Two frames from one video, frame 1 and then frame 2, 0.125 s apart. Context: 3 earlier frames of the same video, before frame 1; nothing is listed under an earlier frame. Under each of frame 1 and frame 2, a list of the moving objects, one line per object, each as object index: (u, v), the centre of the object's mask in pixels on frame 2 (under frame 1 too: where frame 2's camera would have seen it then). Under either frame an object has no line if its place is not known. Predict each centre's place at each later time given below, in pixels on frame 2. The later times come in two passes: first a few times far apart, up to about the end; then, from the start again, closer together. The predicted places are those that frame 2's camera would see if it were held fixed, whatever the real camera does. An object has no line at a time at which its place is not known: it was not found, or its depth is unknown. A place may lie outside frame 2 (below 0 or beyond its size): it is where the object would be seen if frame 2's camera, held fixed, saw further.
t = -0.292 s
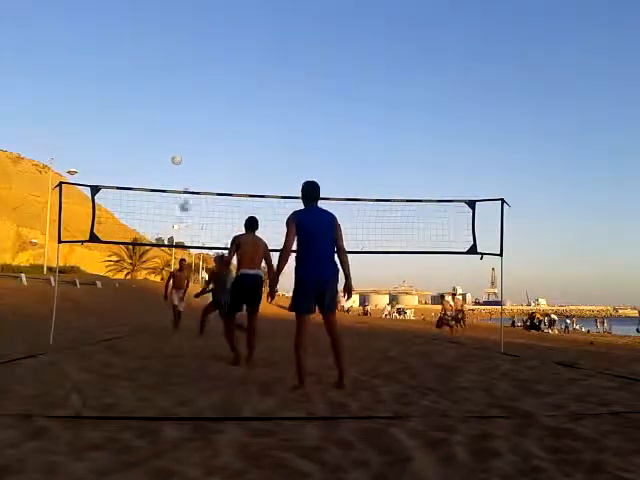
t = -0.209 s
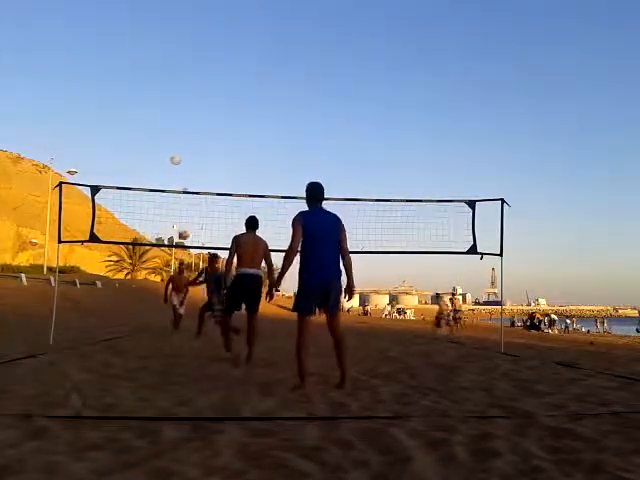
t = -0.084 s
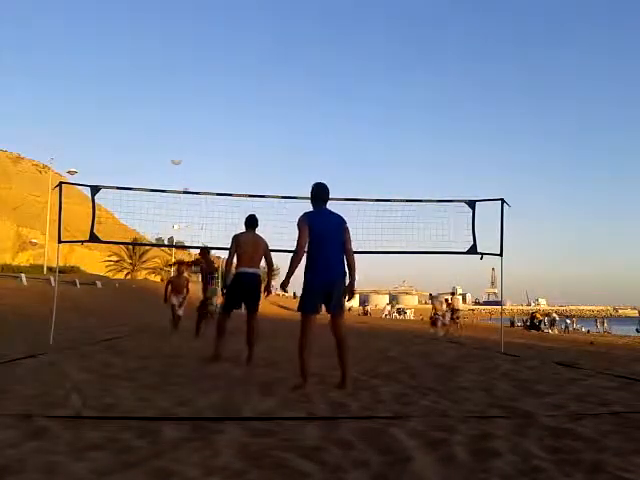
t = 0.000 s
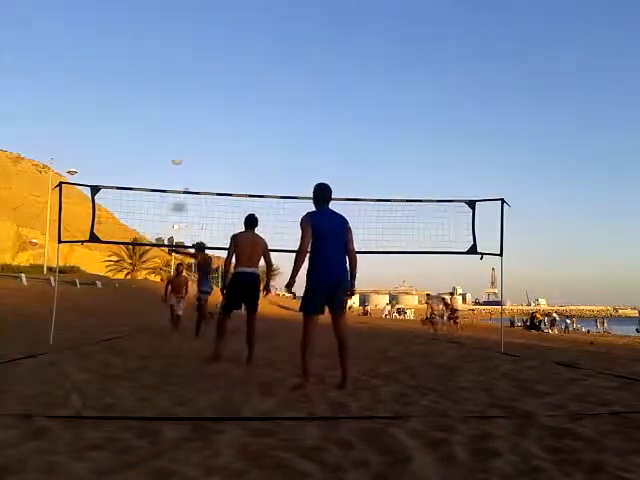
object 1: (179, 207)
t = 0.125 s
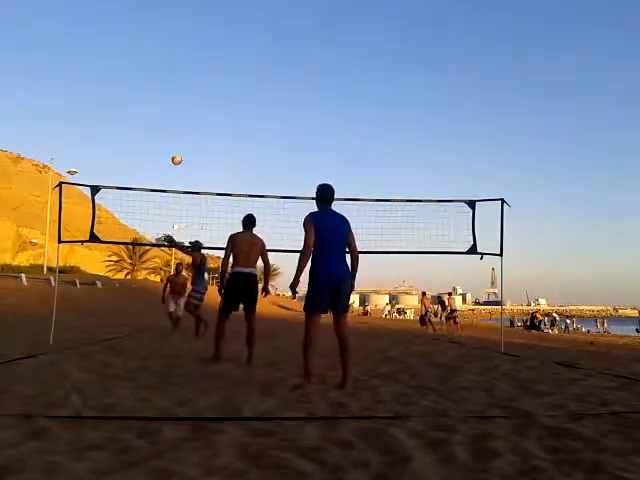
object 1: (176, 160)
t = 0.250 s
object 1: (171, 121)
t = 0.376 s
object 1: (170, 88)
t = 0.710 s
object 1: (160, 39)
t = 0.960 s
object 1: (151, 37)
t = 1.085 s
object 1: (144, 46)
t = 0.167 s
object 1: (175, 145)
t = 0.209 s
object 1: (172, 134)
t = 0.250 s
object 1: (171, 121)
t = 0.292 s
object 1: (172, 108)
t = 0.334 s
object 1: (171, 97)
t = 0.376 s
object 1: (170, 88)
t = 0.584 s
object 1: (166, 54)
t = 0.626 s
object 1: (162, 44)
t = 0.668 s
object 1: (161, 42)
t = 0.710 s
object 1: (160, 39)
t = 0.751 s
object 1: (159, 37)
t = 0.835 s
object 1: (154, 34)
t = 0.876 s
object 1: (153, 34)
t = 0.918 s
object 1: (152, 35)
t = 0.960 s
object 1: (151, 37)
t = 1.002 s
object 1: (149, 39)
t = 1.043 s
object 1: (147, 43)
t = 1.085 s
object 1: (144, 46)
